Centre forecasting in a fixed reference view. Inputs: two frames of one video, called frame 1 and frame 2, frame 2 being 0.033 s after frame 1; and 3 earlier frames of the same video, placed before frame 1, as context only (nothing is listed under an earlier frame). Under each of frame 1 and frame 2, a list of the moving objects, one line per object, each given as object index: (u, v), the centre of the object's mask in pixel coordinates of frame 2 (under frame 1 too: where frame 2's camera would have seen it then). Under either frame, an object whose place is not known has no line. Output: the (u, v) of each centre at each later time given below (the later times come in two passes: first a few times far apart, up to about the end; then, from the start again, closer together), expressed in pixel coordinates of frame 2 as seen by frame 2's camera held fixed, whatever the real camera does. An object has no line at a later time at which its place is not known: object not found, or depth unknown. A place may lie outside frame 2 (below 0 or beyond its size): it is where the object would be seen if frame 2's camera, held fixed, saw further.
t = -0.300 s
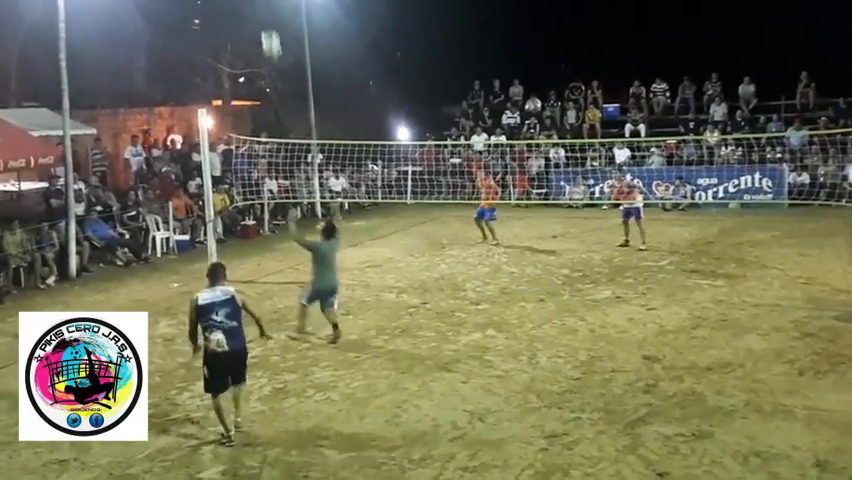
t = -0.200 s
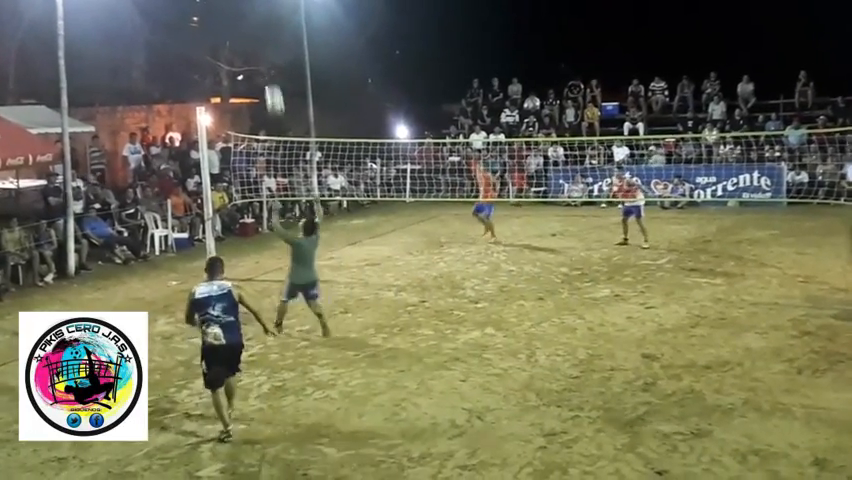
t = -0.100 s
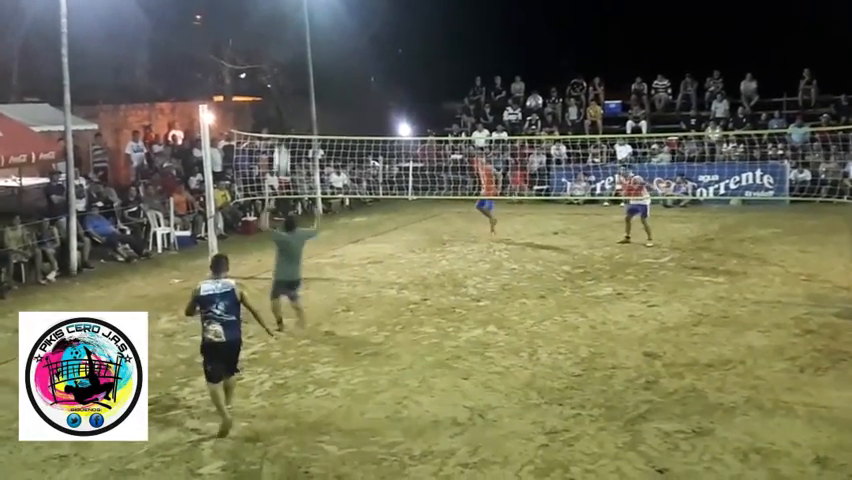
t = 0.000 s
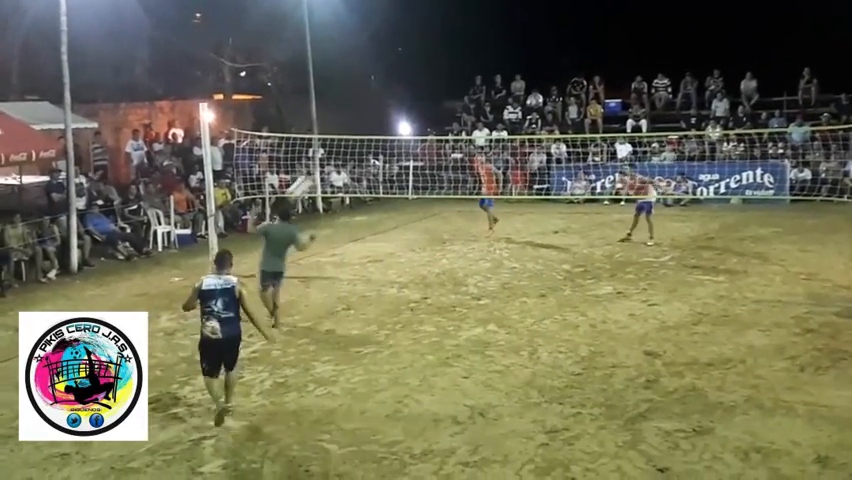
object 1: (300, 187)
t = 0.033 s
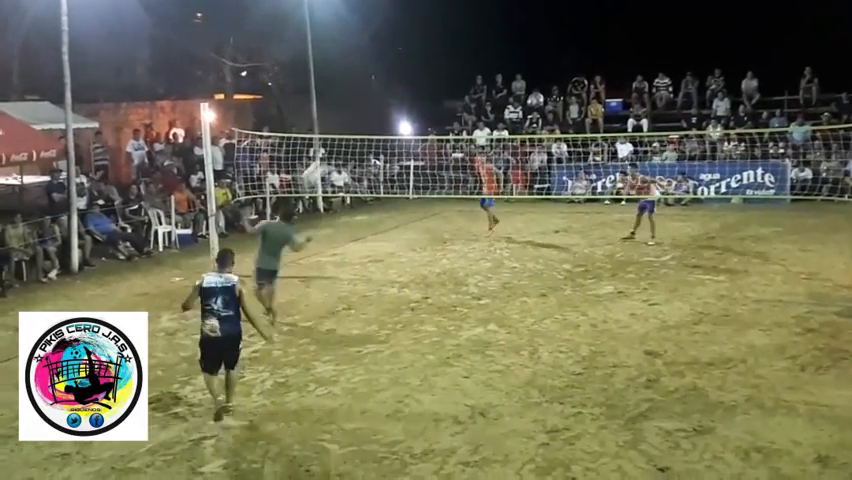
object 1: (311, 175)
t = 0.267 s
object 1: (409, 89)
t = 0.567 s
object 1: (512, 48)
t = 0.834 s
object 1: (589, 60)
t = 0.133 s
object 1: (358, 128)
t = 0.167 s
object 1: (370, 119)
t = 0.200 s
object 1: (384, 107)
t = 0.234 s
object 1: (397, 98)
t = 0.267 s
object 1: (409, 89)
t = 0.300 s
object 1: (422, 81)
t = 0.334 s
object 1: (434, 74)
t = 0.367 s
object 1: (446, 68)
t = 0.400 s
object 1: (458, 62)
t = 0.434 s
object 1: (469, 58)
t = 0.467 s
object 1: (480, 54)
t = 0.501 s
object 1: (492, 51)
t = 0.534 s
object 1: (503, 49)
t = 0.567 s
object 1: (512, 48)
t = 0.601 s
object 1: (523, 48)
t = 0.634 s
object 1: (533, 47)
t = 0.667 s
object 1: (542, 48)
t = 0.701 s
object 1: (552, 49)
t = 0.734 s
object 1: (561, 51)
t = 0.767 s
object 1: (570, 54)
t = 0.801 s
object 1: (579, 57)
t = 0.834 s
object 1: (589, 60)
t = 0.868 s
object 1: (597, 64)
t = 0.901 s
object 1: (605, 69)
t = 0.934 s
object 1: (614, 74)
